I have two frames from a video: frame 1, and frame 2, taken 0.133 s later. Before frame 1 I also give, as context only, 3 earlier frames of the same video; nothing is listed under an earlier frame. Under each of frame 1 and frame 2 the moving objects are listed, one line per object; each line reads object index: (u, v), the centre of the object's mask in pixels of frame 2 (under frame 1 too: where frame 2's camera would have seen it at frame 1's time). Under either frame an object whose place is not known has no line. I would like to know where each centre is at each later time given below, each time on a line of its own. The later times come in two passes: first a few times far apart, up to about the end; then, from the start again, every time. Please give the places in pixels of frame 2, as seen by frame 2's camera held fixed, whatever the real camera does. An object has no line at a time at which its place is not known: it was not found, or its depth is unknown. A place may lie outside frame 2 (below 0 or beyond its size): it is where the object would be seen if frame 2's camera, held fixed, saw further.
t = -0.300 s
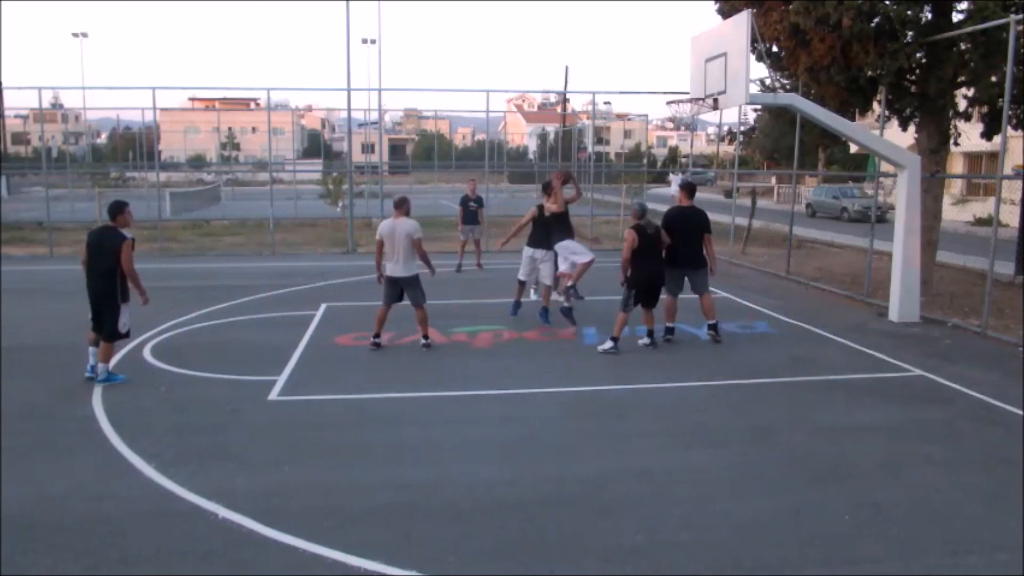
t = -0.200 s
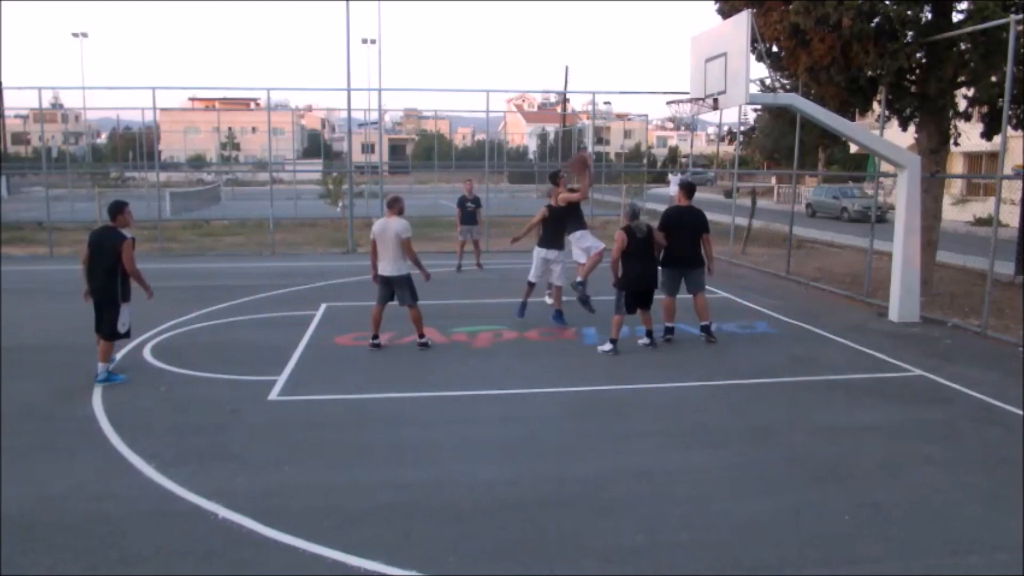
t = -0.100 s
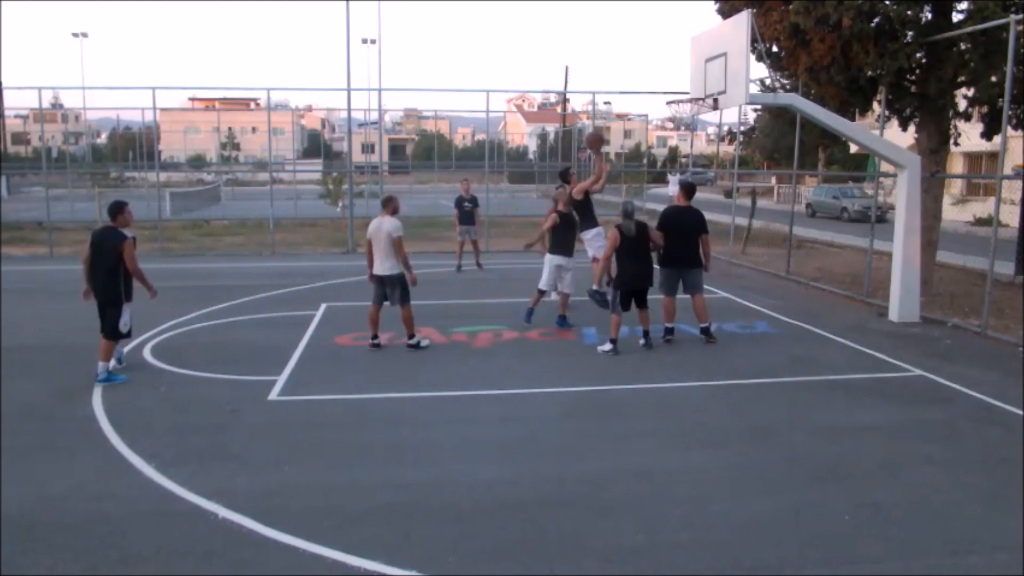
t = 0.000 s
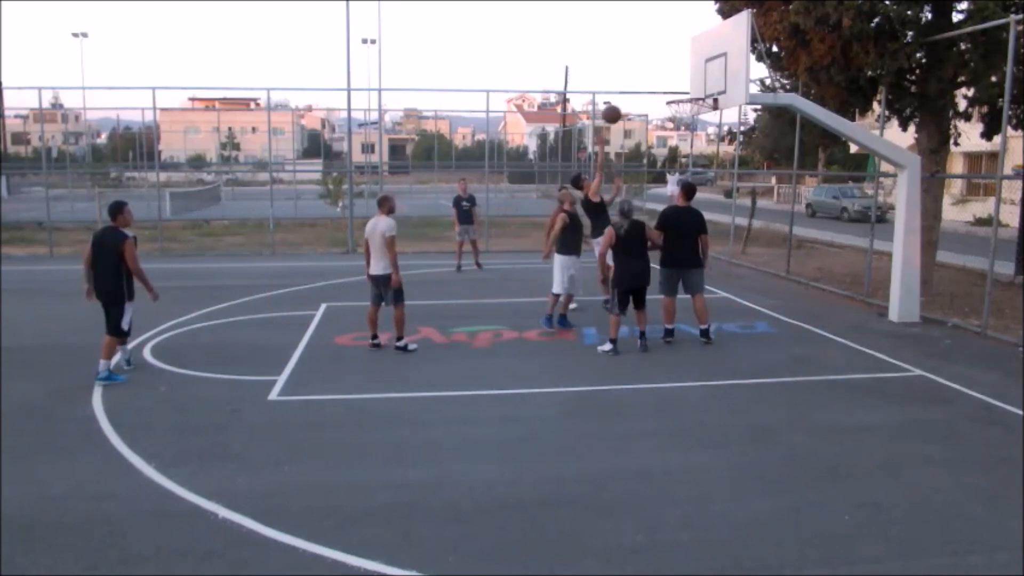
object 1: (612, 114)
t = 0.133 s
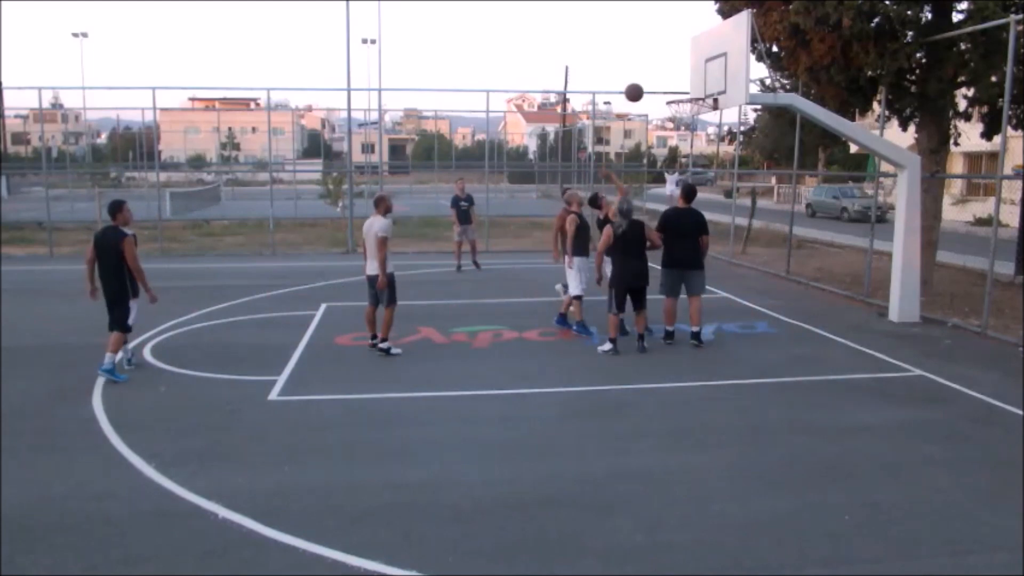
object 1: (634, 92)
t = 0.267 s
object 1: (656, 85)
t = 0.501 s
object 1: (692, 106)
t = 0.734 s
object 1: (699, 145)
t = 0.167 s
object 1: (639, 90)
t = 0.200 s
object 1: (645, 87)
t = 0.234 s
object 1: (651, 85)
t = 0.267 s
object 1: (656, 85)
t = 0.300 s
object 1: (661, 85)
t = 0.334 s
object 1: (667, 86)
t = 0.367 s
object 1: (672, 88)
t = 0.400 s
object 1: (677, 91)
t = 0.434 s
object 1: (682, 96)
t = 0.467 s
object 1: (687, 100)
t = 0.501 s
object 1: (692, 106)
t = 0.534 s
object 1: (694, 110)
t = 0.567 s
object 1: (696, 115)
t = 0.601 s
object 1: (698, 120)
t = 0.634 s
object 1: (698, 125)
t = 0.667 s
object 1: (698, 130)
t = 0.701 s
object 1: (699, 137)
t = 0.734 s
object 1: (699, 145)
